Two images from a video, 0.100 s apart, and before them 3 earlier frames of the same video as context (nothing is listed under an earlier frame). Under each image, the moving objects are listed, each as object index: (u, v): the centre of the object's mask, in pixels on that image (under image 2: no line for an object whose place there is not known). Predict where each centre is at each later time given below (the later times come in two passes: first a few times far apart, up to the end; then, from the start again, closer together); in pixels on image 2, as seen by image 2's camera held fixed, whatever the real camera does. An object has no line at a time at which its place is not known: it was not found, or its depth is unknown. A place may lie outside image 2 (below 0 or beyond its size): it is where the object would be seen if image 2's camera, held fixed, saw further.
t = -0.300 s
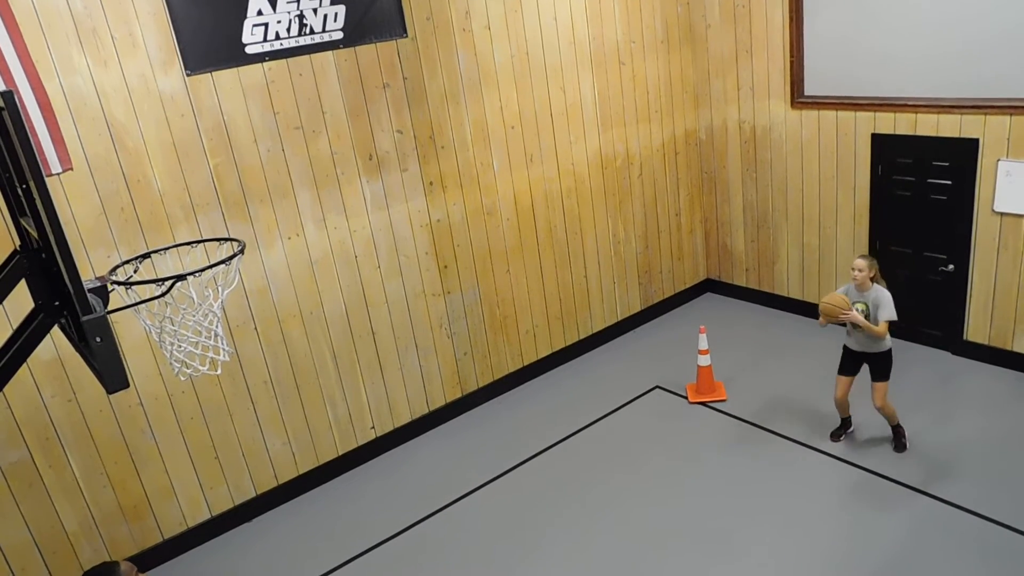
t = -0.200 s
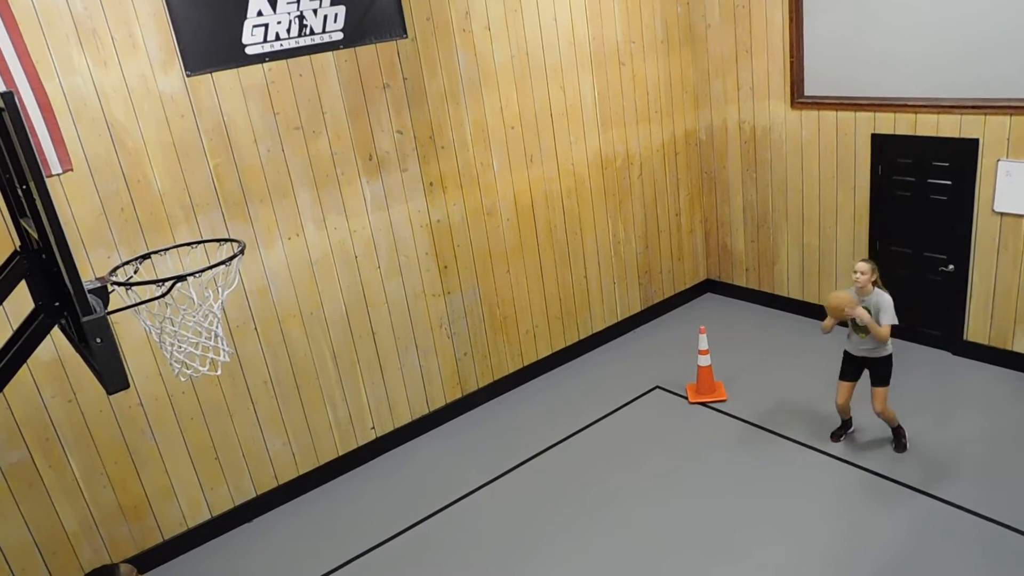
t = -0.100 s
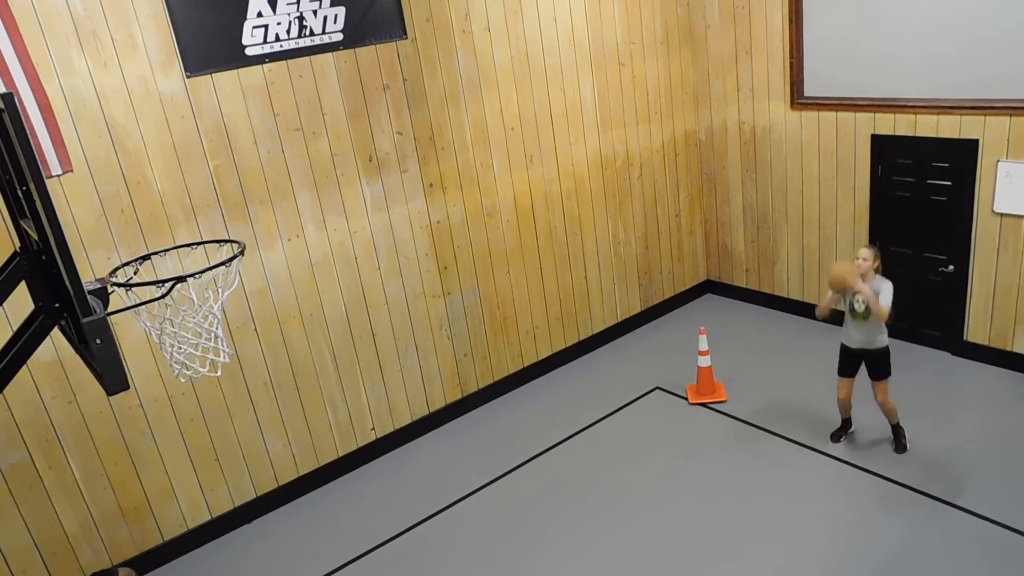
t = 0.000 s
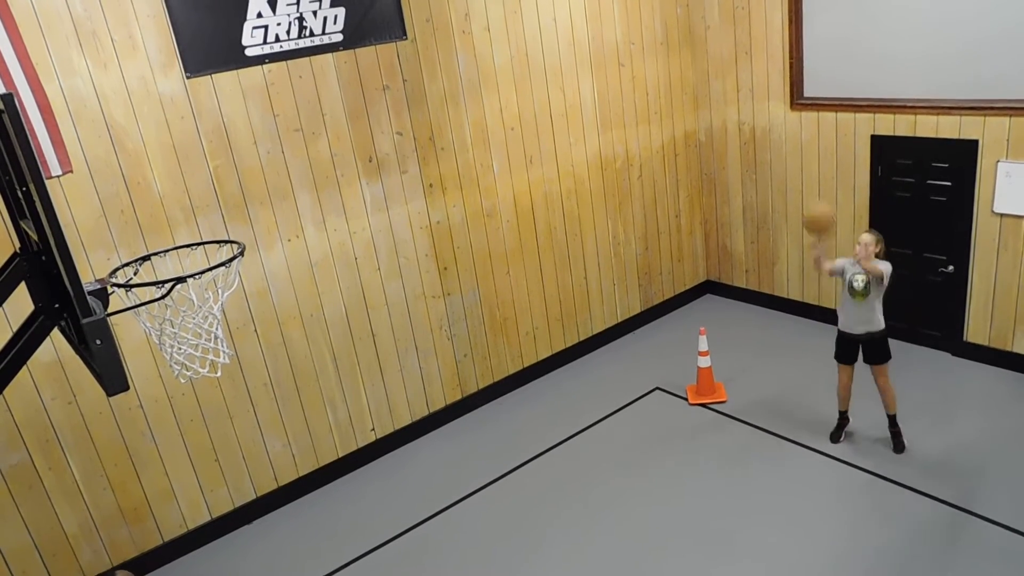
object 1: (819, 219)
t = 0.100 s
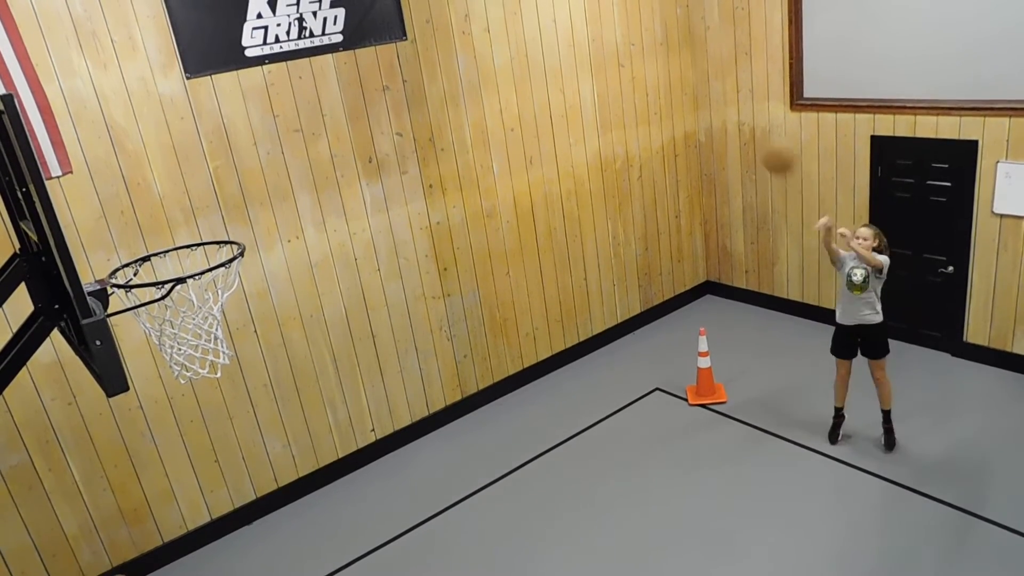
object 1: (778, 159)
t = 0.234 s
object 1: (716, 84)
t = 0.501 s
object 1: (555, 9)
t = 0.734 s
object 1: (379, 43)
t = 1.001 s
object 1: (166, 293)
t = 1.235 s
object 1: (149, 407)
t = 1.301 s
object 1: (154, 442)
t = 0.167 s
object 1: (750, 120)
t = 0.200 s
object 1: (733, 101)
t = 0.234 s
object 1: (716, 84)
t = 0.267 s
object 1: (700, 69)
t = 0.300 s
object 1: (681, 53)
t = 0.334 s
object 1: (662, 38)
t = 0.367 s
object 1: (641, 24)
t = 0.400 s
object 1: (620, 17)
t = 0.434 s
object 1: (599, 13)
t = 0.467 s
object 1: (577, 10)
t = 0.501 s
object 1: (555, 9)
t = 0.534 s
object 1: (532, 8)
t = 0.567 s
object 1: (508, 9)
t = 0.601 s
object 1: (484, 11)
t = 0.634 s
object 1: (459, 15)
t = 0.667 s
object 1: (432, 19)
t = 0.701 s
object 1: (403, 28)
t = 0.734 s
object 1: (379, 43)
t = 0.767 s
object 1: (350, 63)
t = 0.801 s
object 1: (326, 86)
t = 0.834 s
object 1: (297, 112)
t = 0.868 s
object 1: (271, 142)
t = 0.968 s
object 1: (185, 251)
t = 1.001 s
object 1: (166, 293)
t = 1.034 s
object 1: (156, 323)
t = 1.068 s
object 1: (149, 341)
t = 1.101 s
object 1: (157, 368)
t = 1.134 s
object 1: (152, 366)
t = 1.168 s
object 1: (151, 372)
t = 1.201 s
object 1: (151, 389)
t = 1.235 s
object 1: (149, 407)
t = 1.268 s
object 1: (150, 422)
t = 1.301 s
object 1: (154, 442)
